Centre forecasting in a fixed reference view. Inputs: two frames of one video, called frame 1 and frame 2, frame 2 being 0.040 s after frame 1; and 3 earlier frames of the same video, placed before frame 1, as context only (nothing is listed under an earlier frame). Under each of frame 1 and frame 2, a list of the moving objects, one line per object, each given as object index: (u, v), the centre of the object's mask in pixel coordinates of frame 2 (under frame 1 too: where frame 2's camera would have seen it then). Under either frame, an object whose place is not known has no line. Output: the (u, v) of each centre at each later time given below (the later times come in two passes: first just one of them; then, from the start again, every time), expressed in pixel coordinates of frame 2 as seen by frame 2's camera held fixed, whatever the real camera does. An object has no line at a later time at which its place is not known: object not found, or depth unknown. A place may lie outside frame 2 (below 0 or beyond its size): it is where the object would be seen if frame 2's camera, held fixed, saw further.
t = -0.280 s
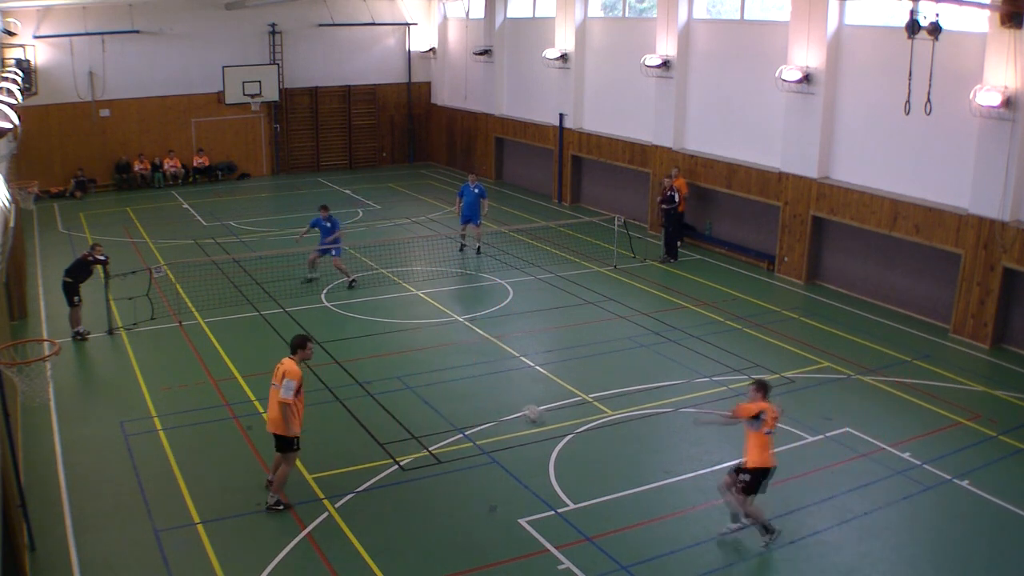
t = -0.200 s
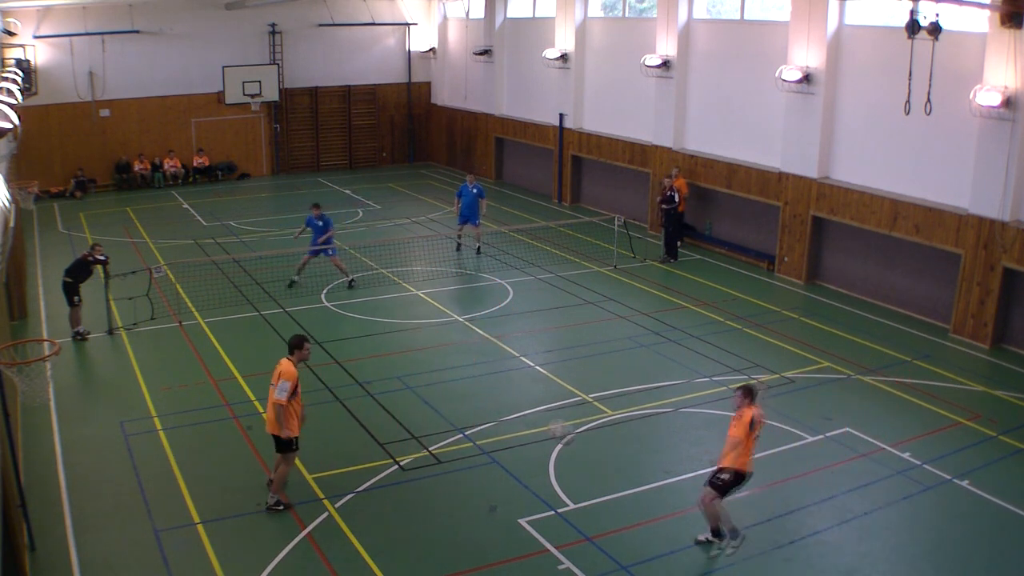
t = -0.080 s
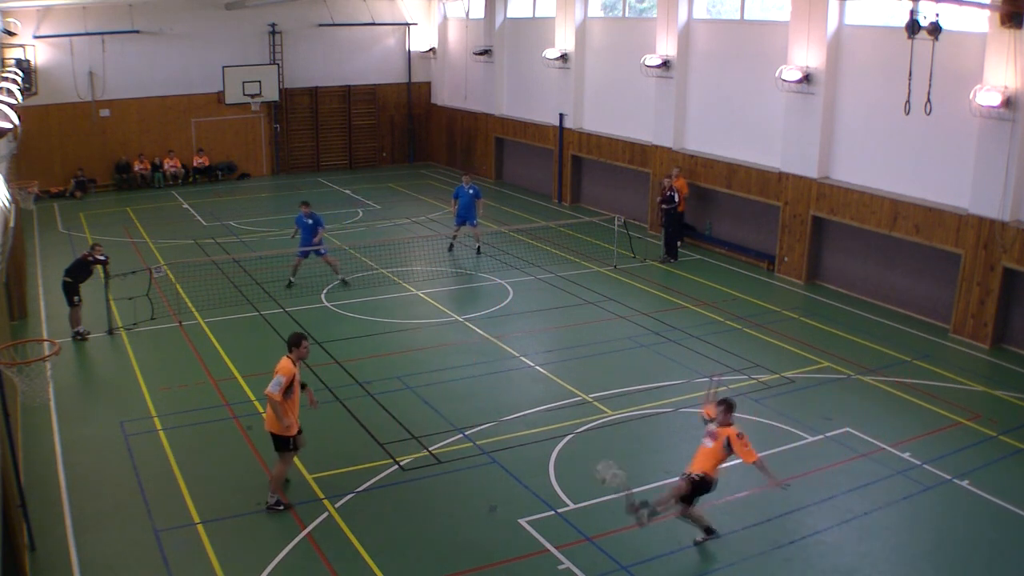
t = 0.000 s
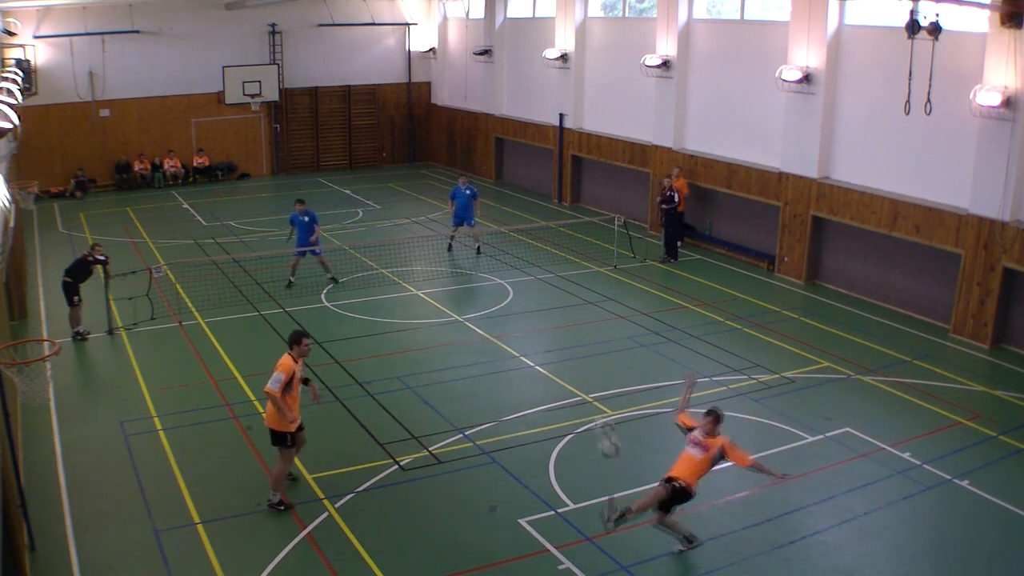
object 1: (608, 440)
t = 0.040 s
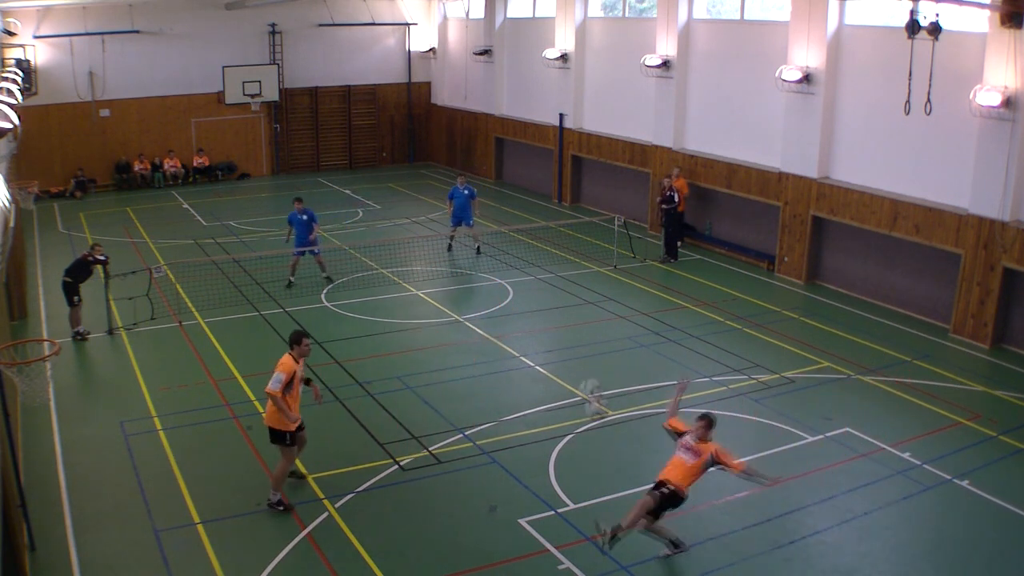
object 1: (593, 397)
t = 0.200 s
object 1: (544, 270)
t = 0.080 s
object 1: (581, 365)
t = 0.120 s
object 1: (569, 331)
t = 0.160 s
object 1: (557, 300)
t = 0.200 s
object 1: (544, 270)
